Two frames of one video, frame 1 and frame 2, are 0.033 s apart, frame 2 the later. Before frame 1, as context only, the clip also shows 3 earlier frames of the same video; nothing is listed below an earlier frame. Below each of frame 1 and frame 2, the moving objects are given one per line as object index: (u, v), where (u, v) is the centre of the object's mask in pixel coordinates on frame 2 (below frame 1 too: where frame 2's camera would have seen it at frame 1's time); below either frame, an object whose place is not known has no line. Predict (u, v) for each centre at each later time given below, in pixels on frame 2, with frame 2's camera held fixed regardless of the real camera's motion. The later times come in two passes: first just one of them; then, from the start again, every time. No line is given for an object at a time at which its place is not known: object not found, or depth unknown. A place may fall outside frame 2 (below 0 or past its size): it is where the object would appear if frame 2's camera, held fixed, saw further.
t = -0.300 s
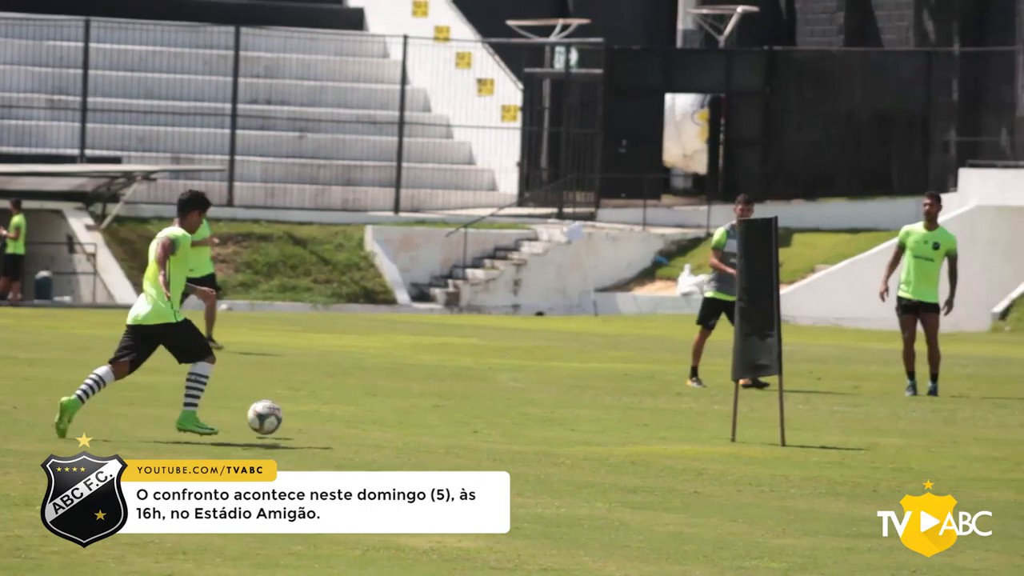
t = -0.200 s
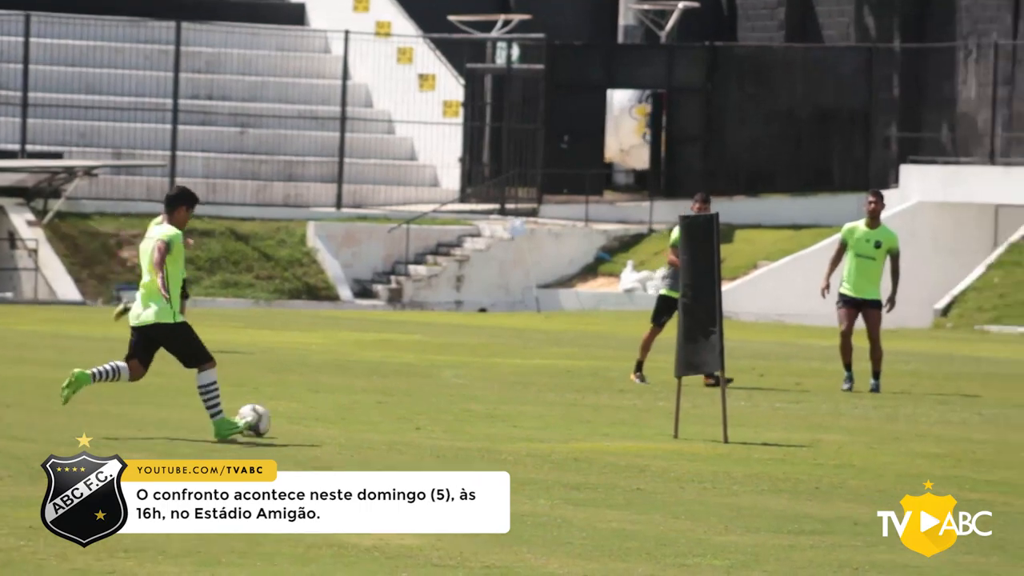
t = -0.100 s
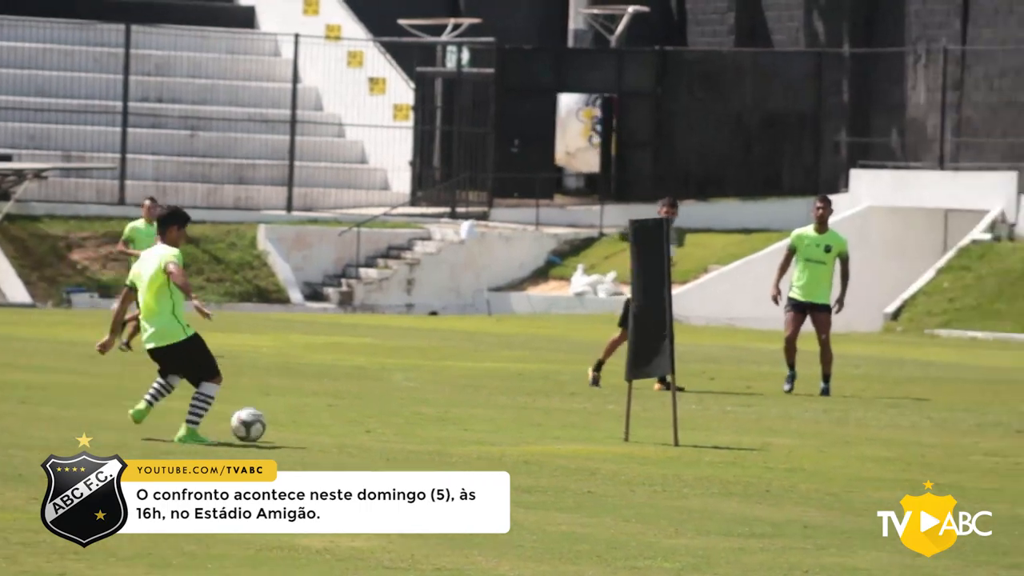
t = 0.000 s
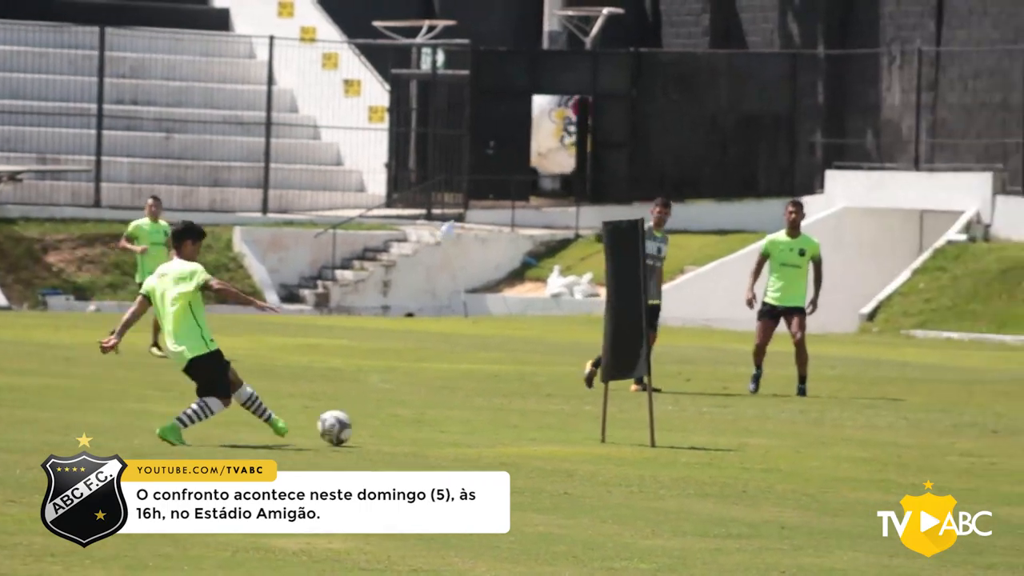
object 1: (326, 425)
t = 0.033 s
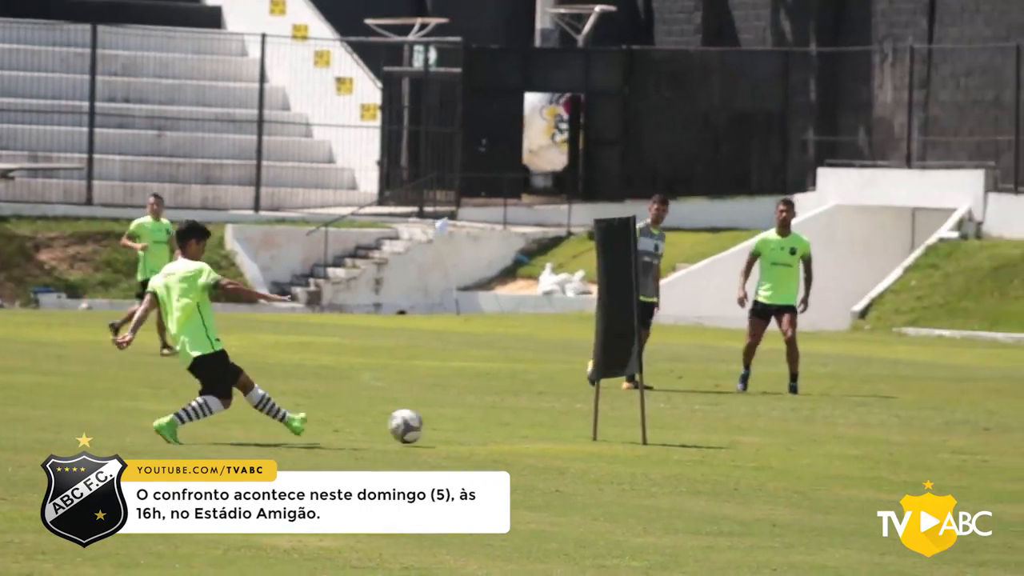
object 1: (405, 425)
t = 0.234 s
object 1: (843, 436)
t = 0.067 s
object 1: (484, 428)
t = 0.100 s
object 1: (562, 433)
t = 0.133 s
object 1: (638, 437)
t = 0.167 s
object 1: (708, 437)
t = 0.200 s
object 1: (776, 435)
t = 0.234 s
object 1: (843, 436)
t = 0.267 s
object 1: (910, 438)
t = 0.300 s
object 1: (977, 441)
